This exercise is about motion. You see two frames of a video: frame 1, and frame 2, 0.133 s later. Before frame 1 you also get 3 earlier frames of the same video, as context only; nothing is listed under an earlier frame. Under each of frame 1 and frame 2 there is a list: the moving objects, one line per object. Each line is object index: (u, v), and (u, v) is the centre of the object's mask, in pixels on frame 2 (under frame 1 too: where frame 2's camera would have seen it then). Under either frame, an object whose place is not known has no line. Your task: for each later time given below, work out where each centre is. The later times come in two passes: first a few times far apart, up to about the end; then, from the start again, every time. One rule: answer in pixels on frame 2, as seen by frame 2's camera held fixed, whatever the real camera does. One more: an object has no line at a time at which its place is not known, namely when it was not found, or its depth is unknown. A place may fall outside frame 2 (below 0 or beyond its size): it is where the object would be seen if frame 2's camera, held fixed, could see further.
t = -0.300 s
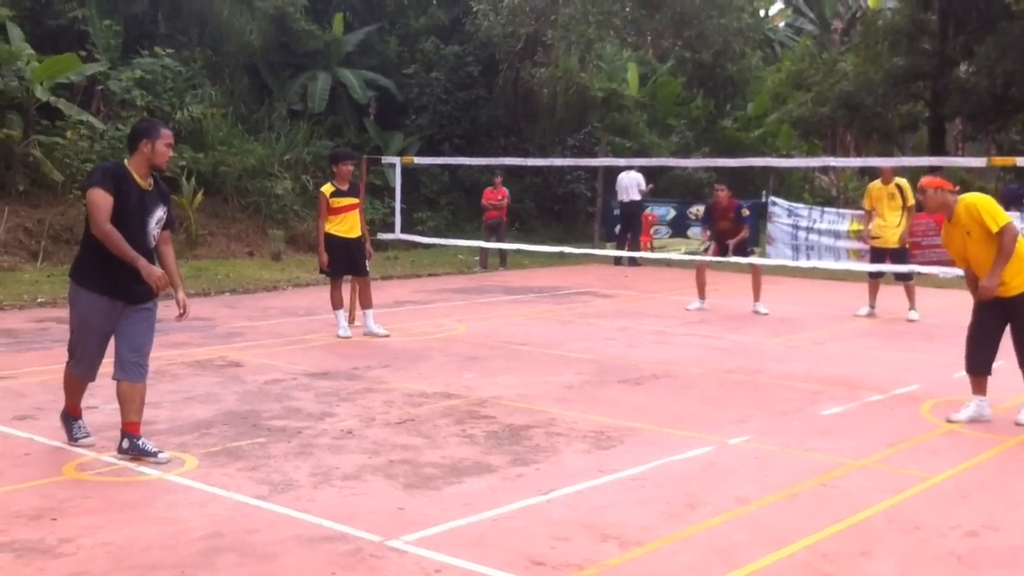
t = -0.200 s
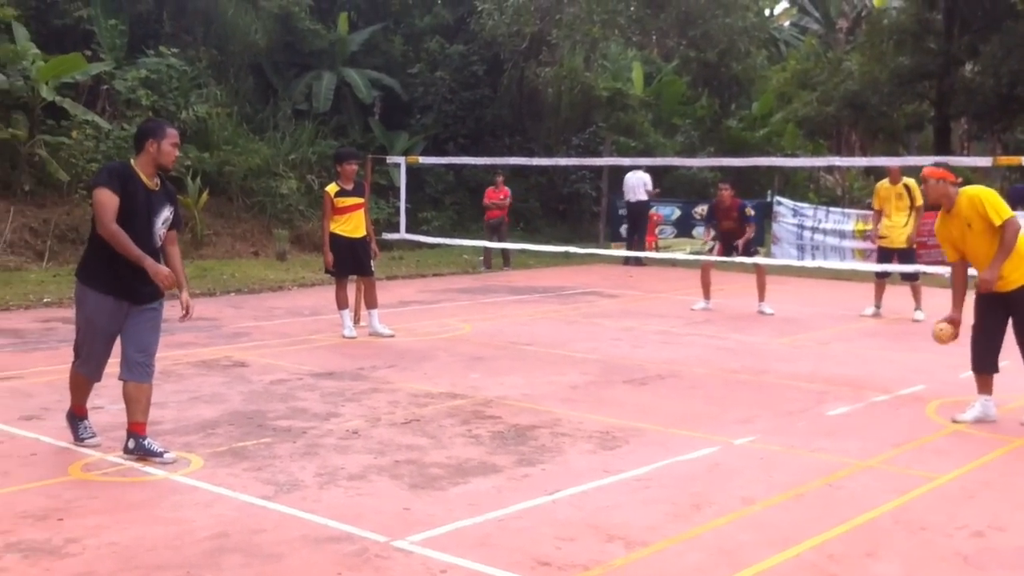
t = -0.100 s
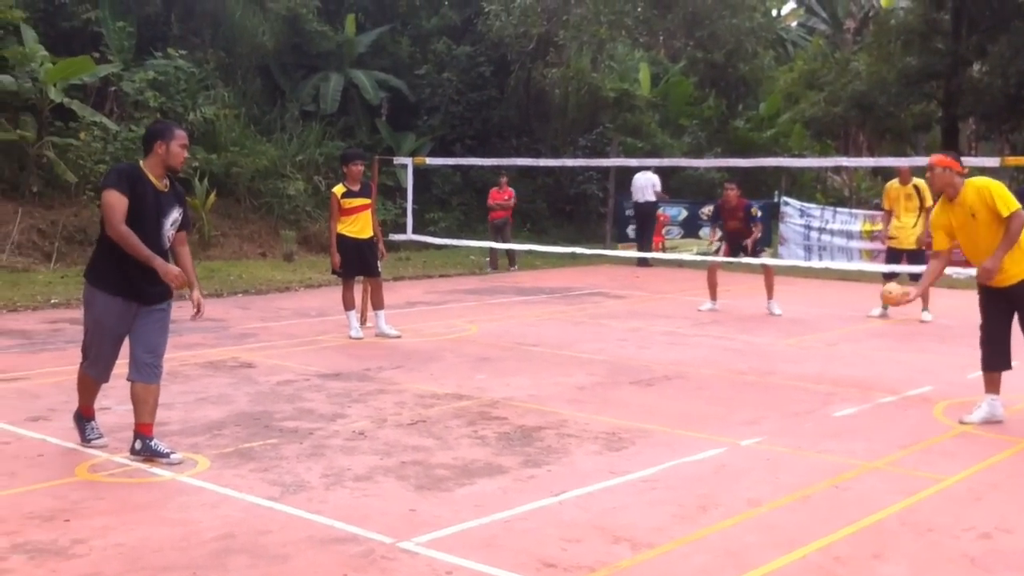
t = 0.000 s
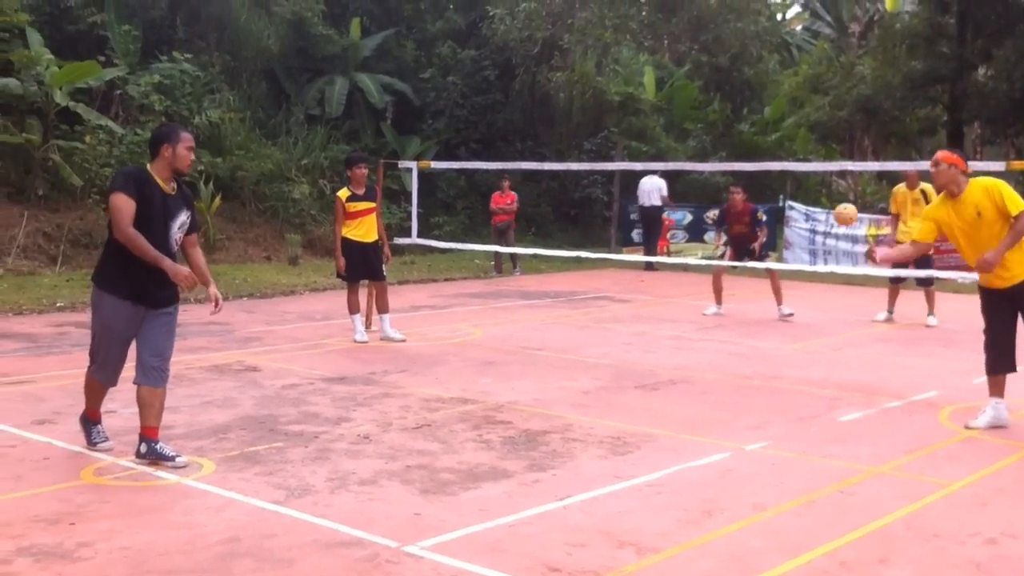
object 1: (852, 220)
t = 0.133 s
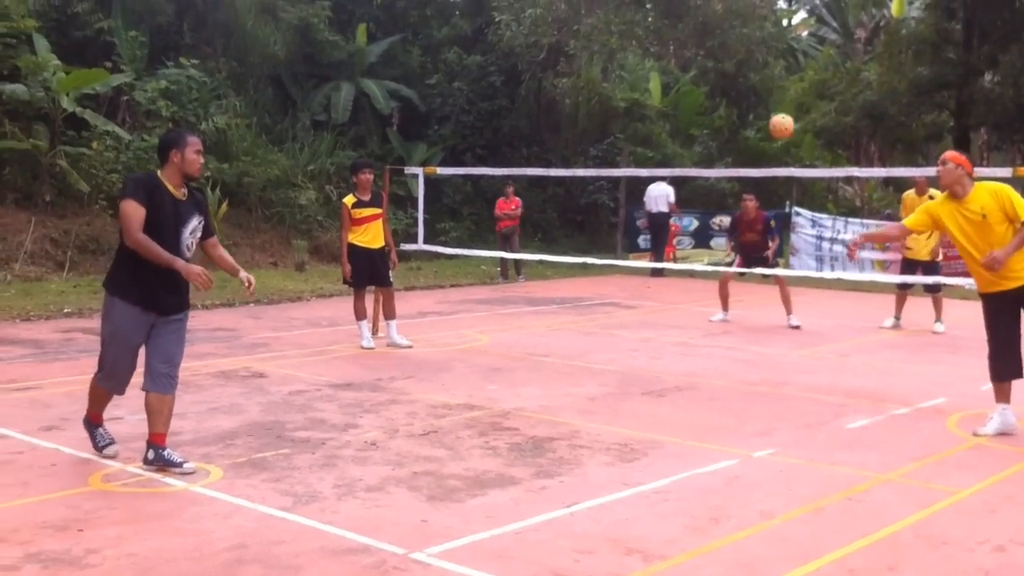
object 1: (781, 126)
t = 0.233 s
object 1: (726, 71)
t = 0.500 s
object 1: (562, 3)
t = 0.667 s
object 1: (449, 28)
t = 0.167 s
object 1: (763, 106)
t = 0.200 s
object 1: (744, 87)
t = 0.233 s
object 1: (726, 71)
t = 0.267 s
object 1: (707, 55)
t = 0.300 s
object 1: (687, 42)
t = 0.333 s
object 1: (667, 30)
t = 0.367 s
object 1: (646, 20)
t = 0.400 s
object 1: (626, 13)
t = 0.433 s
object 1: (605, 7)
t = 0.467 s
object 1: (584, 4)
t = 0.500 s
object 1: (562, 3)
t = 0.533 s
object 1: (540, 3)
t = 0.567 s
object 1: (519, 6)
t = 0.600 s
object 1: (495, 11)
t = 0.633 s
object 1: (472, 18)
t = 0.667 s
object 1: (449, 28)
